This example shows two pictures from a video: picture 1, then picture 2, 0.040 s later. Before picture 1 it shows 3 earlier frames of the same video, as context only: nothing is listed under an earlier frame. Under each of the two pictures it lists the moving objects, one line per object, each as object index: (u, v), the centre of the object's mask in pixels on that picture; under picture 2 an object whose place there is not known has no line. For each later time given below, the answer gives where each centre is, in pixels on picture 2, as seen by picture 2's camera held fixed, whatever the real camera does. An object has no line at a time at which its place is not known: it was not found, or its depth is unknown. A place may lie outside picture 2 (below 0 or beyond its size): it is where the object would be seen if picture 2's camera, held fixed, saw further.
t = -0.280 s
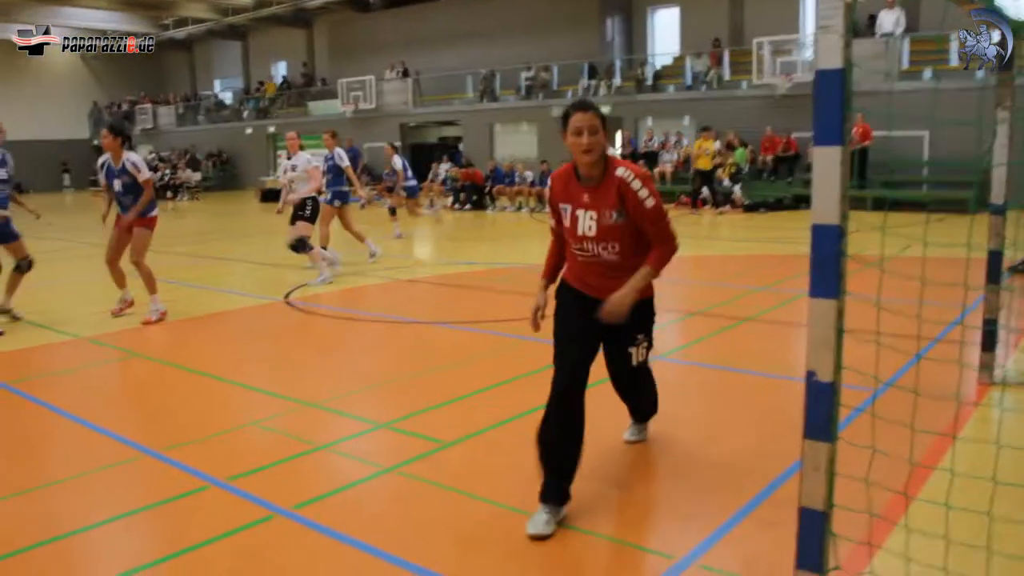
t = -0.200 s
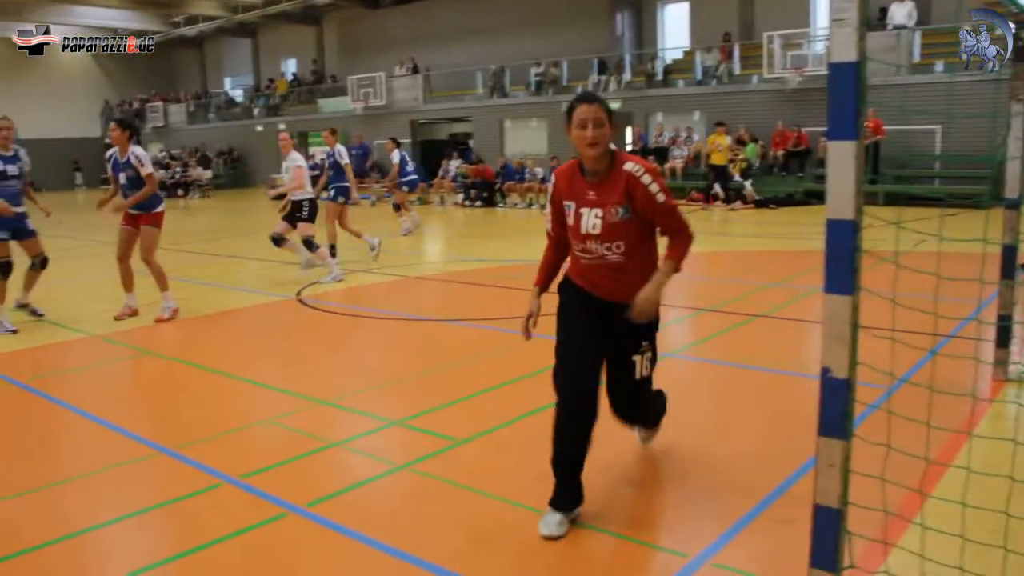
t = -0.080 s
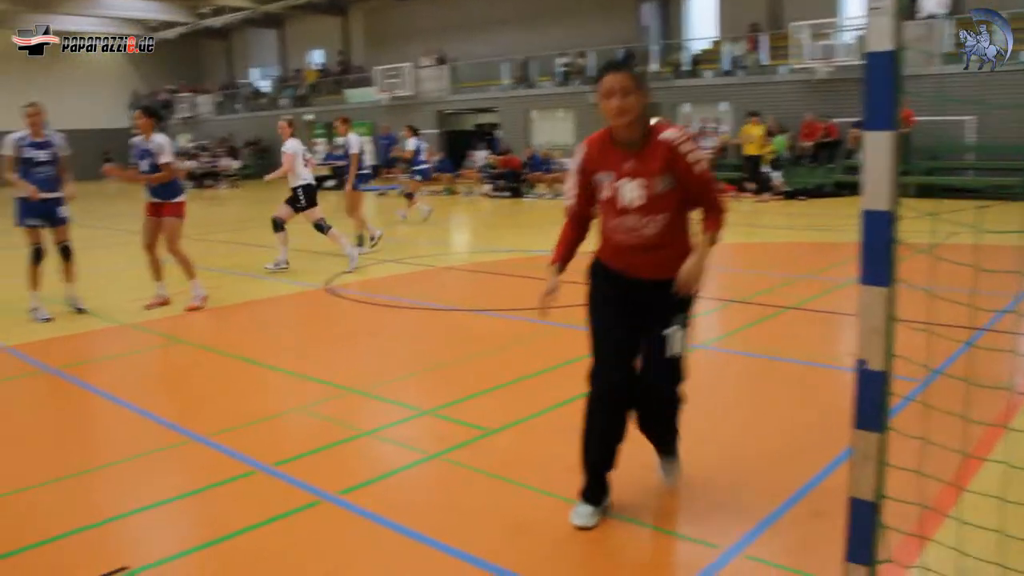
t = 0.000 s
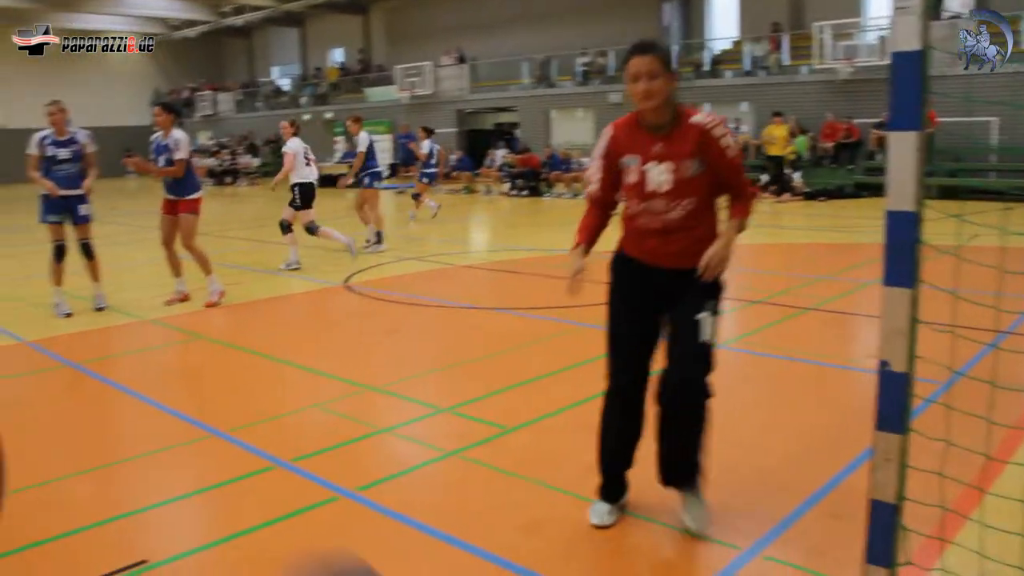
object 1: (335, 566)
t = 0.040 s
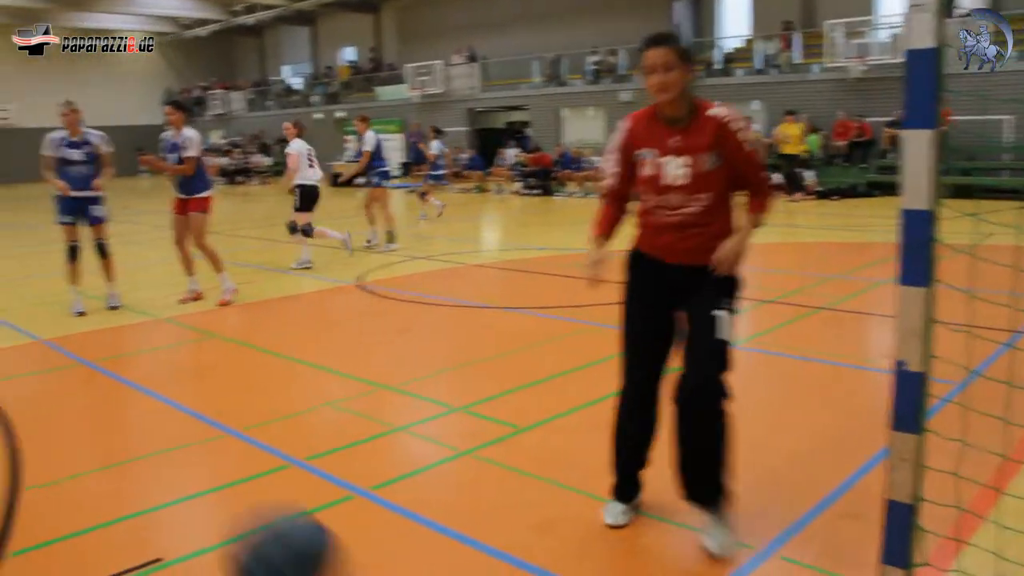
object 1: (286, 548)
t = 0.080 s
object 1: (217, 517)
